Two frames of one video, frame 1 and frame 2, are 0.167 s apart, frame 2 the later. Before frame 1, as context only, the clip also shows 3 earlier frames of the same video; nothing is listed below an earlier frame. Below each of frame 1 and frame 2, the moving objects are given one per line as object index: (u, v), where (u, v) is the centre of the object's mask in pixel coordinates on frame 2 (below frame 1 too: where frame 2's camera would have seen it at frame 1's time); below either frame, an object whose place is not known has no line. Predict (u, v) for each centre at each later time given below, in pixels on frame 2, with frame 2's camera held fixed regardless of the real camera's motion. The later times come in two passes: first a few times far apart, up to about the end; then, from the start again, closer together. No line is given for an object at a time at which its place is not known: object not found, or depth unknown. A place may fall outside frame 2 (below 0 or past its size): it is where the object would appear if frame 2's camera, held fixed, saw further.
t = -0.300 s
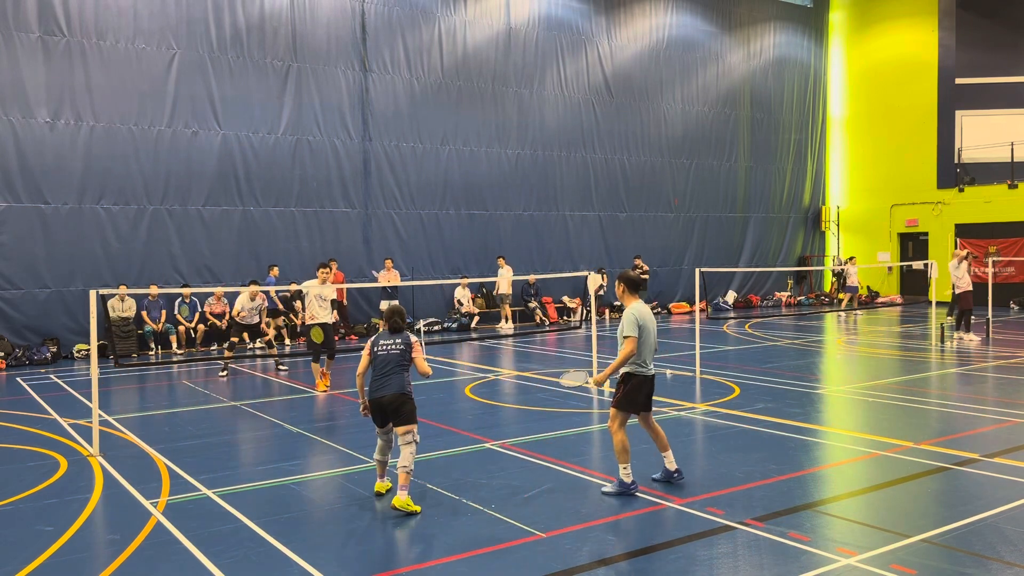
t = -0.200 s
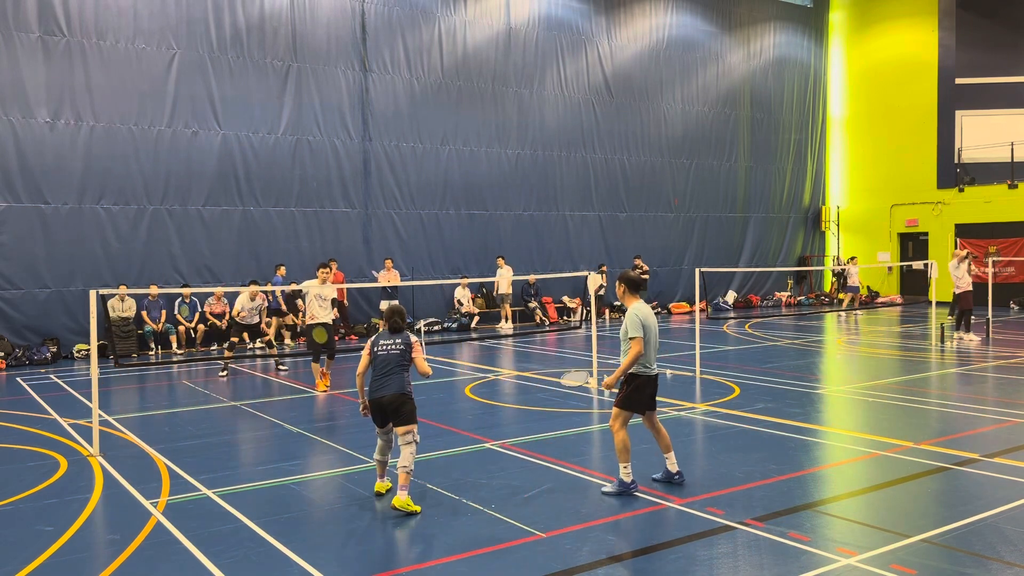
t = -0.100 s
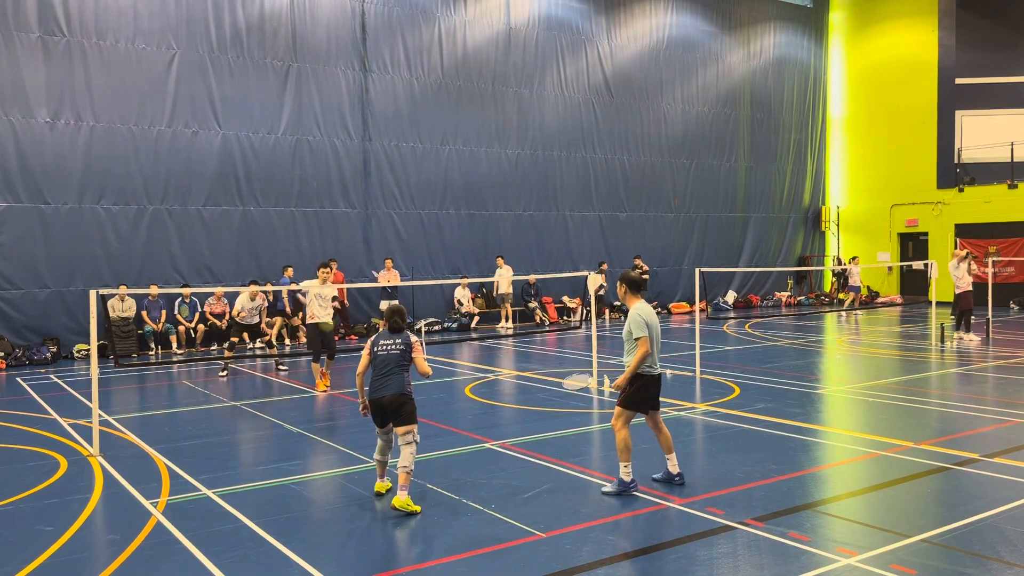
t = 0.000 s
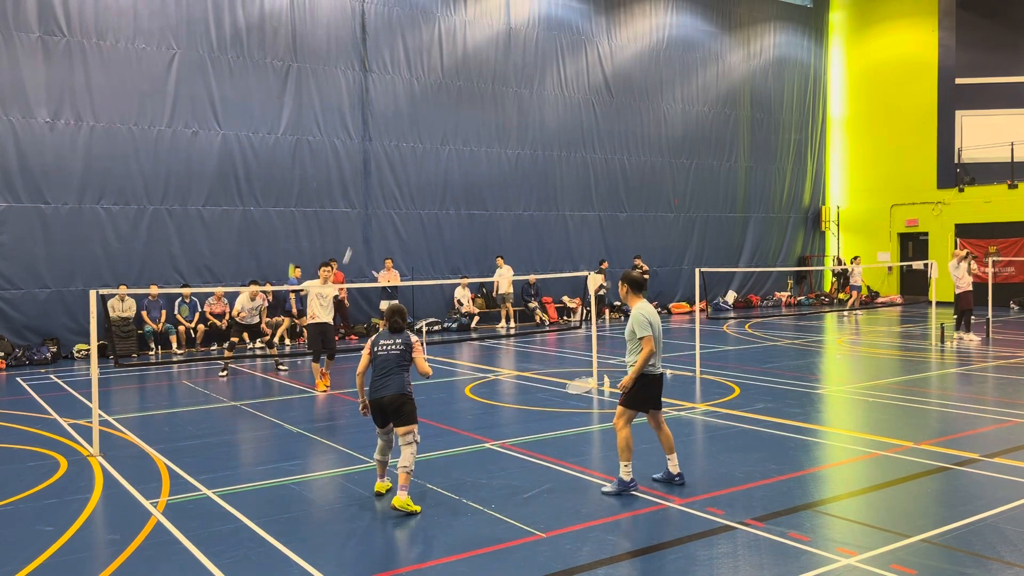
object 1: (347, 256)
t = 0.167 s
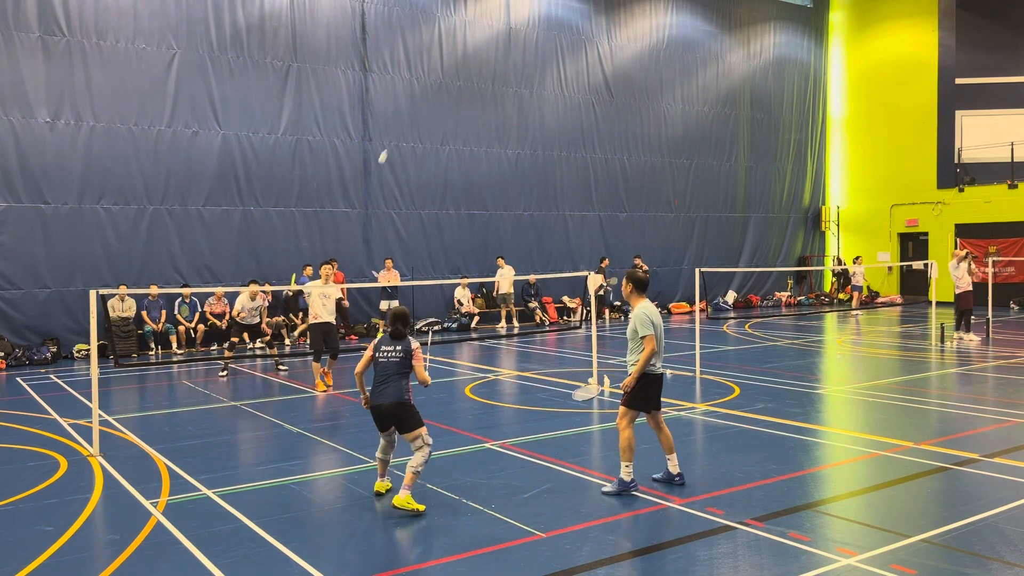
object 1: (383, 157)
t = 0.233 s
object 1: (397, 127)
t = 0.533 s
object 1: (456, 53)
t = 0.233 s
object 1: (397, 127)
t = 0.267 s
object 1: (404, 114)
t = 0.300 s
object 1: (411, 102)
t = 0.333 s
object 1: (417, 92)
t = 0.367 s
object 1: (424, 82)
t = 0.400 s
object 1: (430, 73)
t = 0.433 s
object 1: (437, 66)
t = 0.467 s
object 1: (443, 61)
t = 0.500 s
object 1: (450, 56)
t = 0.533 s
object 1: (456, 53)
